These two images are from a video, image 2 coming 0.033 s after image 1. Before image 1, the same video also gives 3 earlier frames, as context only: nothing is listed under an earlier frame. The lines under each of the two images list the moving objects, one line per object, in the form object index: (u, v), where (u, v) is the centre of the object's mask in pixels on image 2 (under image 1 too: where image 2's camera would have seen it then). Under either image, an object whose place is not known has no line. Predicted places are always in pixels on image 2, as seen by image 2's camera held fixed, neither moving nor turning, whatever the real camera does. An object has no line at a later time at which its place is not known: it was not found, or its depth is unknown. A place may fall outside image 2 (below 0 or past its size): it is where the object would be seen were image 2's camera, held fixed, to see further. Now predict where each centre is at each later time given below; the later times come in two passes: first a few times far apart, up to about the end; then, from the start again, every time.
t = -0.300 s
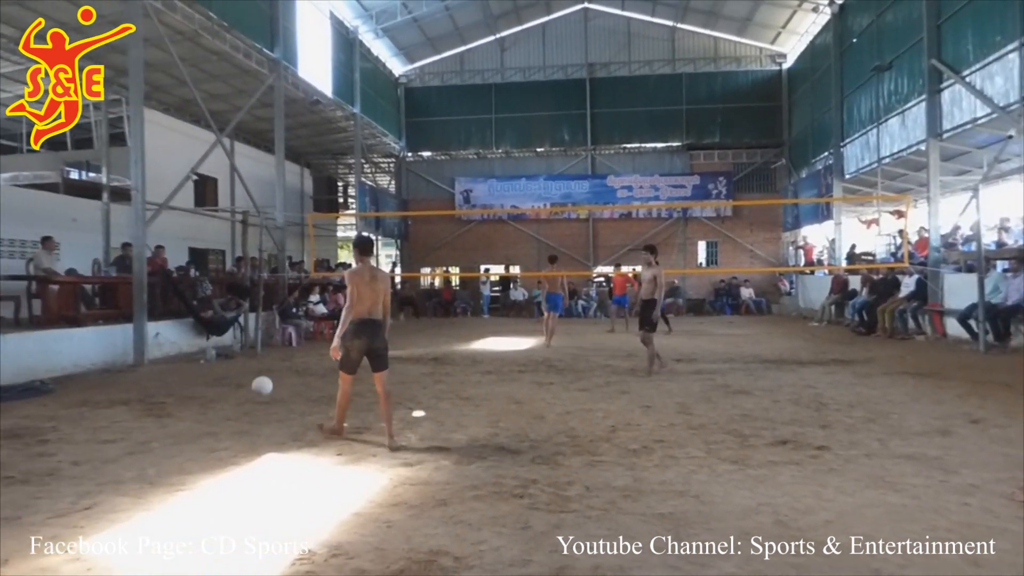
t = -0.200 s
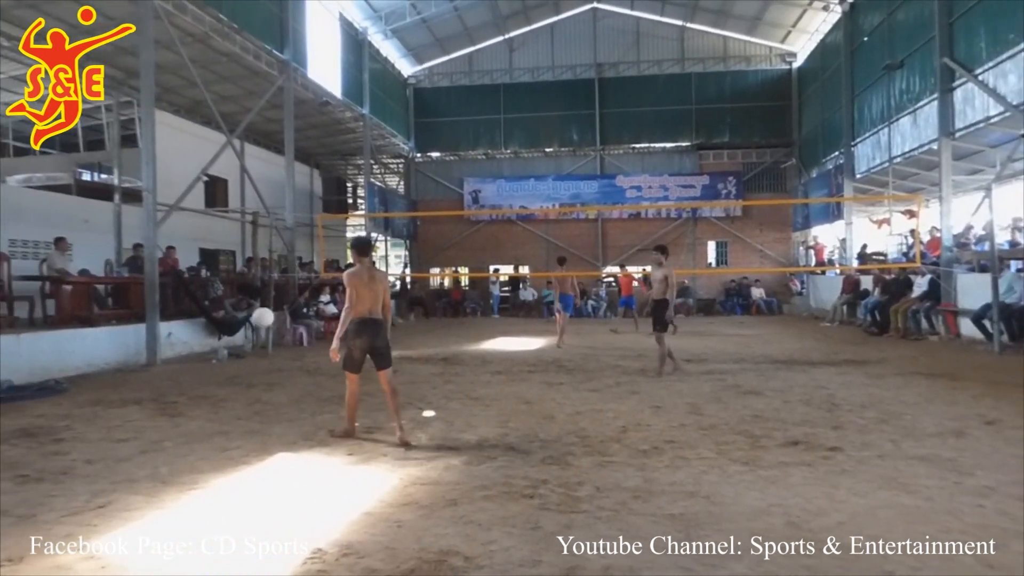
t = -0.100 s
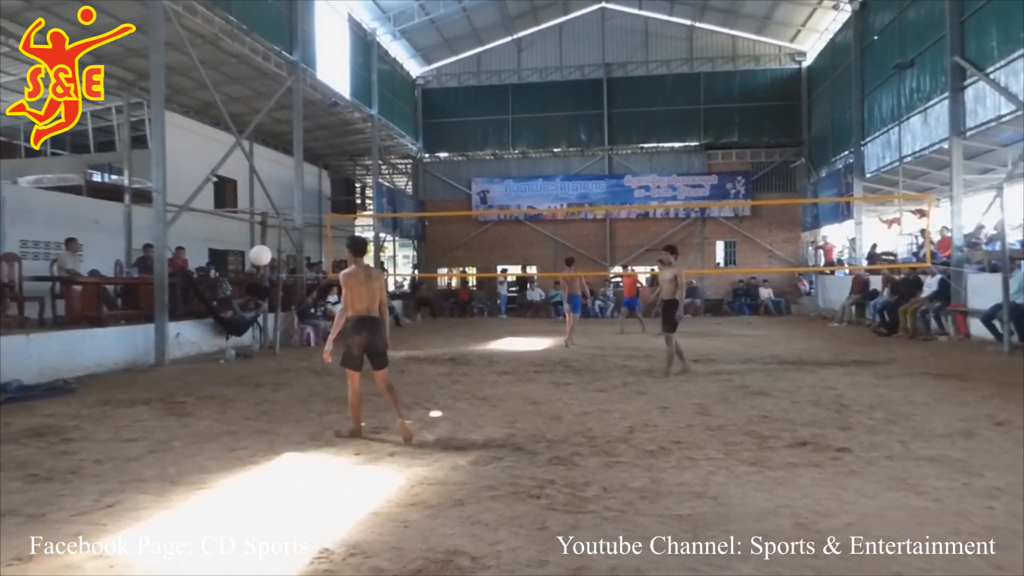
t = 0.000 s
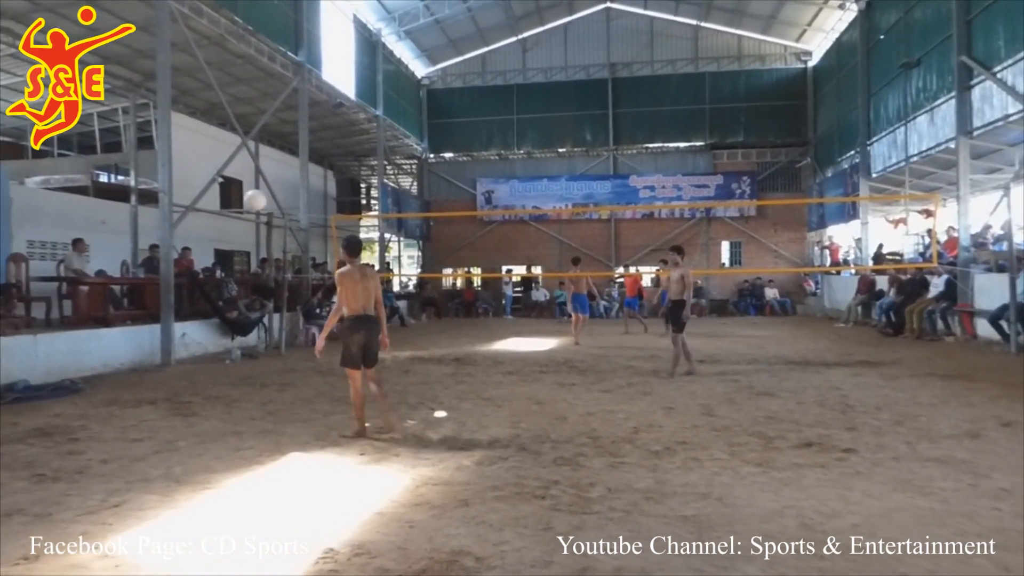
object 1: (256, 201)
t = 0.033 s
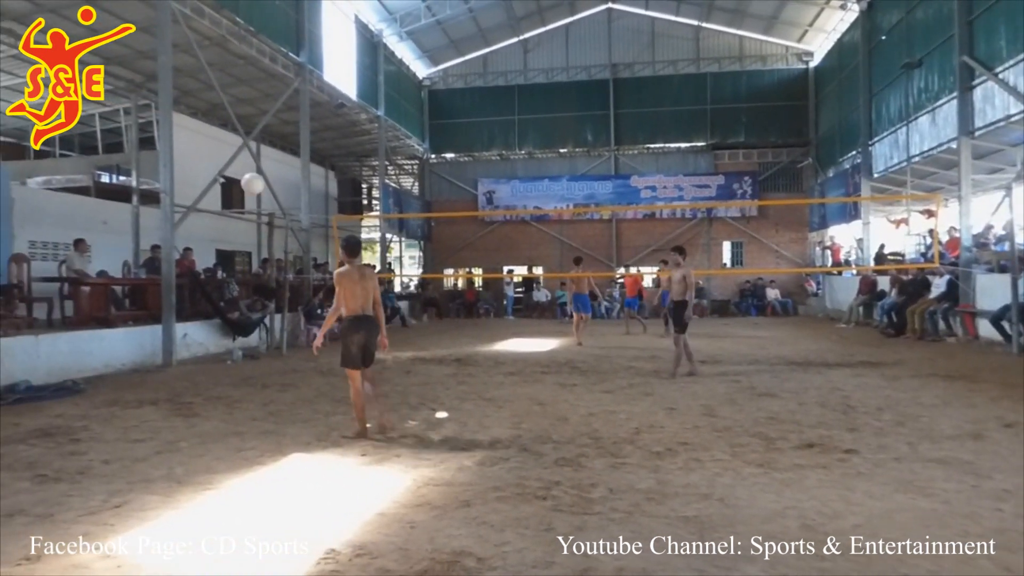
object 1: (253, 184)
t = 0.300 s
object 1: (220, 80)
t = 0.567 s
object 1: (185, 42)
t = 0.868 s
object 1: (135, 100)
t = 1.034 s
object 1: (105, 195)
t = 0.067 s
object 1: (249, 168)
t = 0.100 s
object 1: (245, 152)
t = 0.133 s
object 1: (241, 138)
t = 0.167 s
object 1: (237, 124)
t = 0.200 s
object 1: (233, 112)
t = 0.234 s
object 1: (228, 101)
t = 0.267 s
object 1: (224, 90)
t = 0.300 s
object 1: (220, 80)
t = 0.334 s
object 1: (216, 72)
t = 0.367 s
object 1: (212, 64)
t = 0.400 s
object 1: (208, 58)
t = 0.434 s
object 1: (203, 52)
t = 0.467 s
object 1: (199, 48)
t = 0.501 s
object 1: (193, 44)
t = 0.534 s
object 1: (189, 42)
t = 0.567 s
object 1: (185, 42)
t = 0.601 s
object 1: (179, 43)
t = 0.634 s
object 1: (175, 45)
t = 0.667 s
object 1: (169, 48)
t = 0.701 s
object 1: (164, 53)
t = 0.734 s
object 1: (159, 59)
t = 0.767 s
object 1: (153, 67)
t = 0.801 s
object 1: (147, 76)
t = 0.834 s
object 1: (141, 88)
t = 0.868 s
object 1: (135, 100)
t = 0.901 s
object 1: (129, 115)
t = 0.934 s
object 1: (124, 132)
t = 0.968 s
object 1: (117, 151)
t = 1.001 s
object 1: (111, 172)
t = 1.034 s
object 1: (105, 195)
